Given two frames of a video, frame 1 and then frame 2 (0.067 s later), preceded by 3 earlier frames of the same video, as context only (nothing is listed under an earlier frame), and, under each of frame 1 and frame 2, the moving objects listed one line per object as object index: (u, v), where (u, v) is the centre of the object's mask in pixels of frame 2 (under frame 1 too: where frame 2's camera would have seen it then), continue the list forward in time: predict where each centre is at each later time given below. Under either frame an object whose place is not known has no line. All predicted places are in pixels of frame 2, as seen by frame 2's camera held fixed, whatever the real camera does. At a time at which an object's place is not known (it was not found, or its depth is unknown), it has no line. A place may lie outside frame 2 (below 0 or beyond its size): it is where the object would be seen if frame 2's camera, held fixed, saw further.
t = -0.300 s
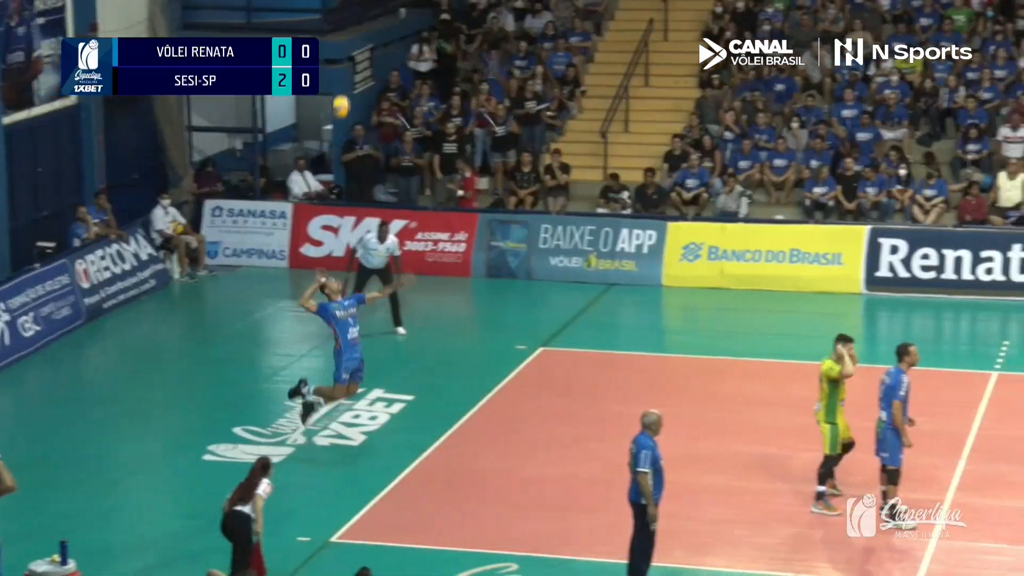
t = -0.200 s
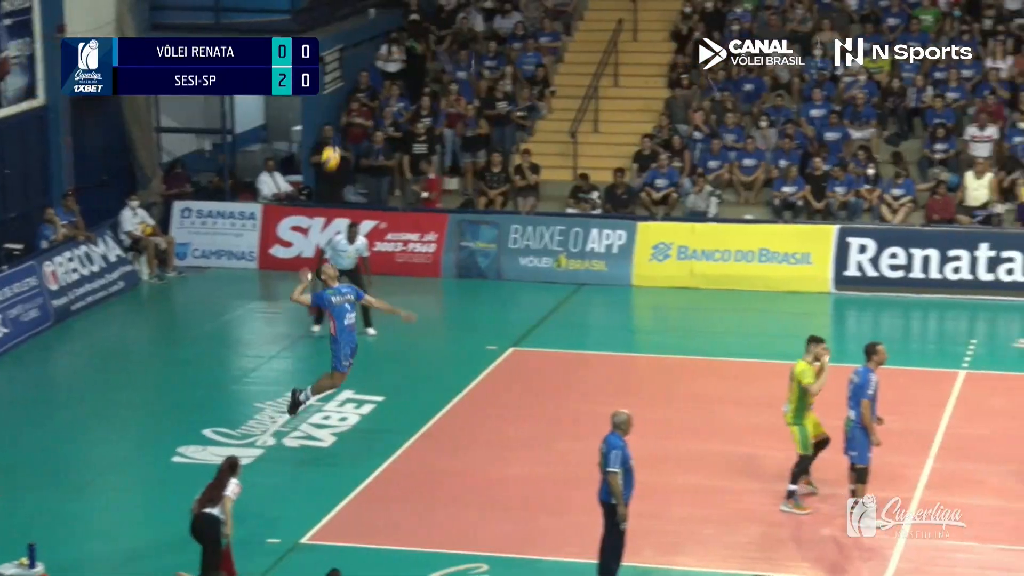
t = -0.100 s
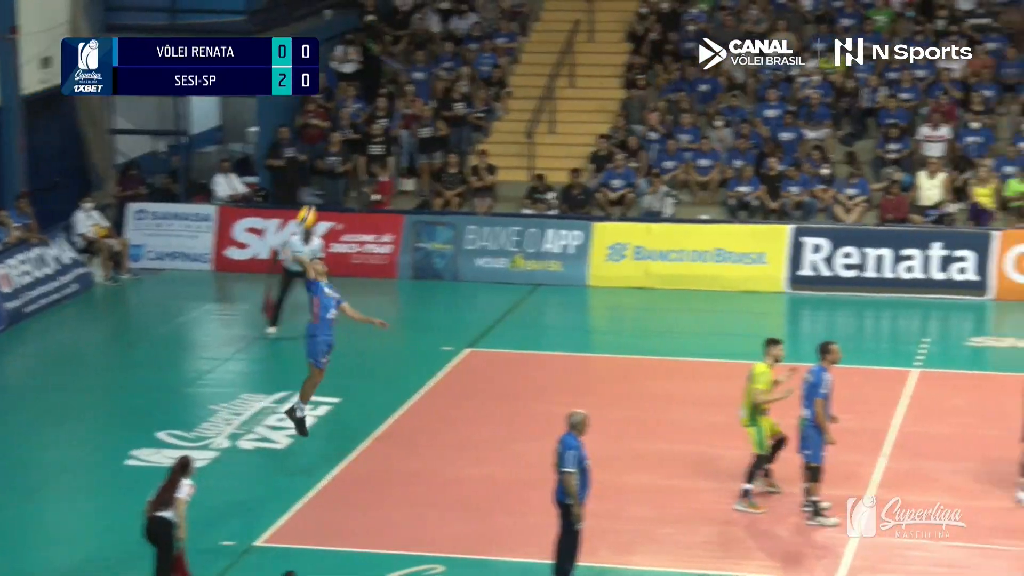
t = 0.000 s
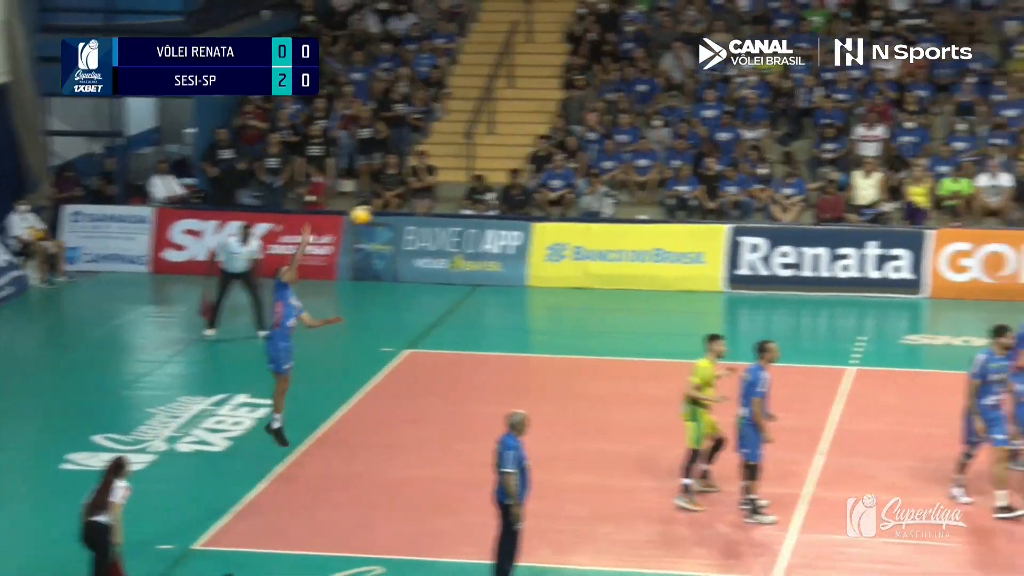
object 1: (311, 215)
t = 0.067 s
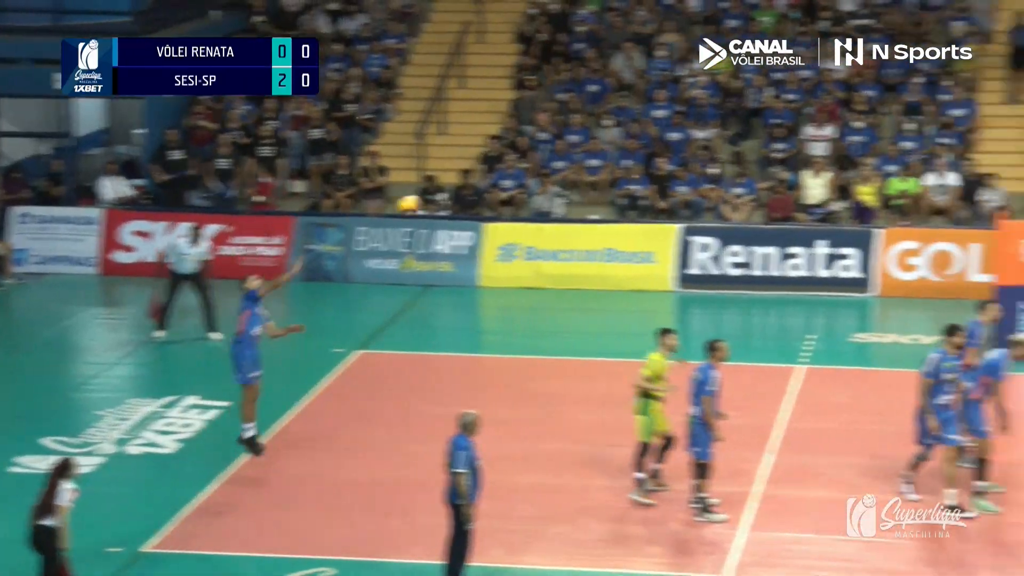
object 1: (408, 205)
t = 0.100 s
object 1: (459, 201)
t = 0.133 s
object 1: (506, 200)
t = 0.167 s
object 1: (554, 198)
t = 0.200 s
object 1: (602, 200)
